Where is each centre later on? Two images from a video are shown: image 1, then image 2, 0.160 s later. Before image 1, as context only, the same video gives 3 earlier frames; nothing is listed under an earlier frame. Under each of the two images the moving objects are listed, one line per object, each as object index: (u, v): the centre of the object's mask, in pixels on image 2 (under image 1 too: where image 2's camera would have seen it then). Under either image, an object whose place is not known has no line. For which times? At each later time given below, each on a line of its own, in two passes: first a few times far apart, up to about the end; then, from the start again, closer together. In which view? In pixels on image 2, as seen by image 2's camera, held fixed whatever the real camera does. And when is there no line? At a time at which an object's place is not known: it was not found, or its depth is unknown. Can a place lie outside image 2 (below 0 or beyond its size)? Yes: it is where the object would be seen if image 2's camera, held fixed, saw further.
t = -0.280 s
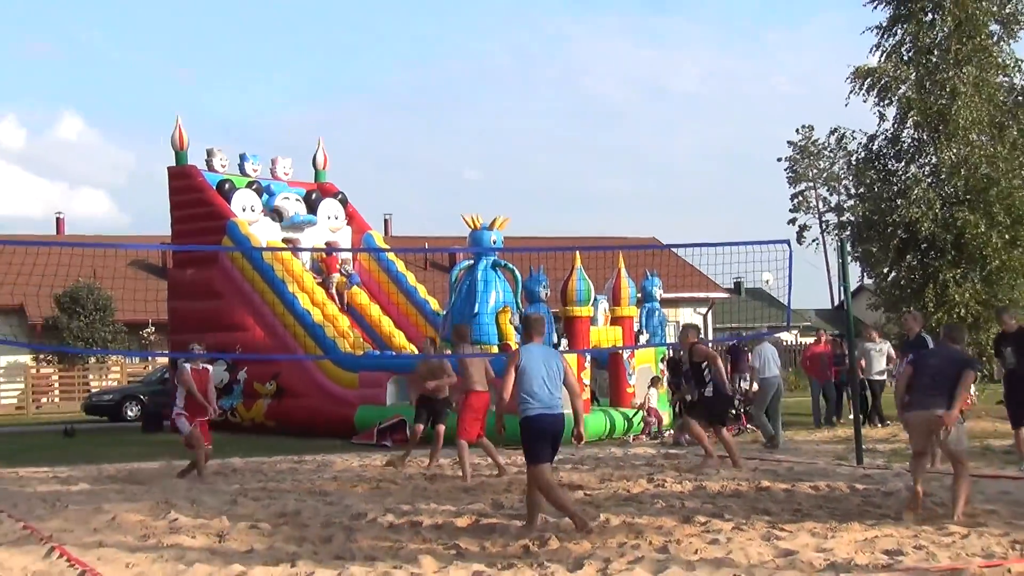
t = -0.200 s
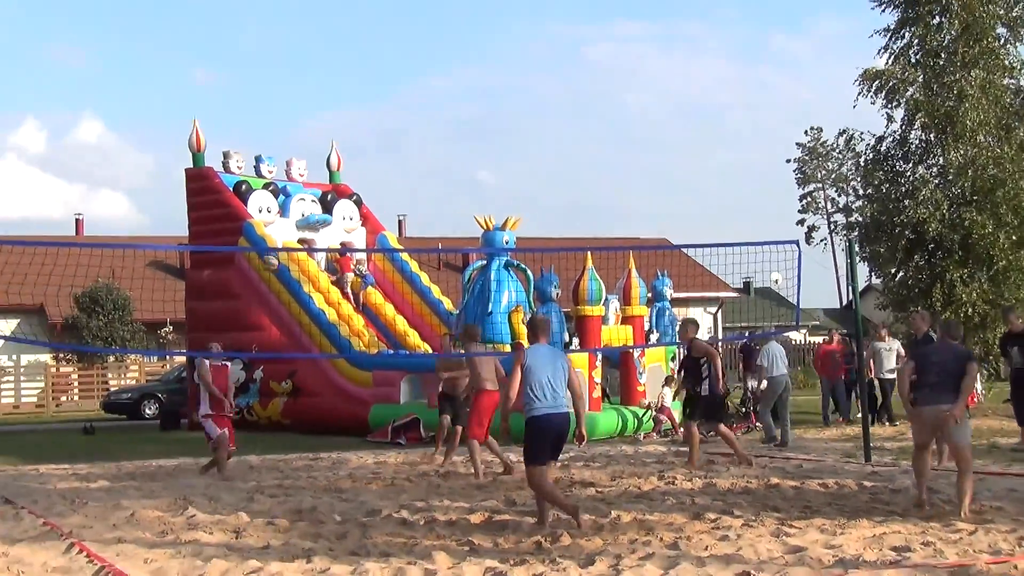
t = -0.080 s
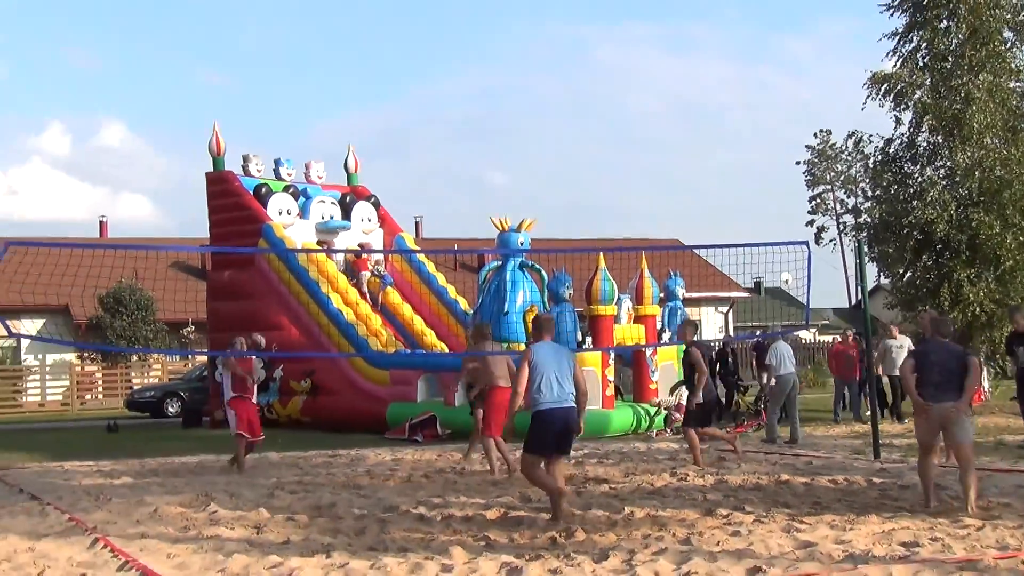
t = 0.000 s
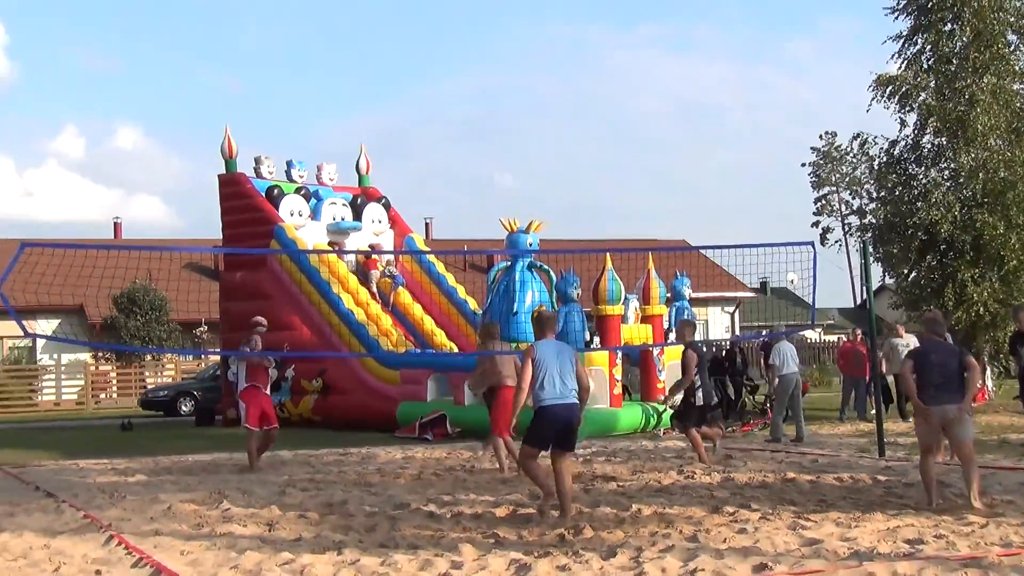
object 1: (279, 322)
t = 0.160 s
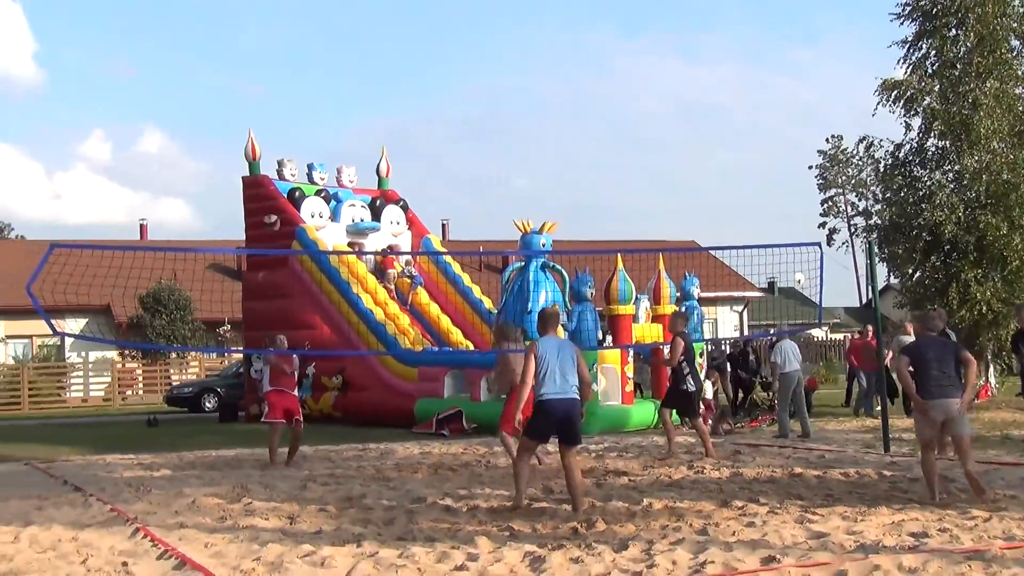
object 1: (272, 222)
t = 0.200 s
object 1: (268, 201)
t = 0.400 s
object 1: (259, 113)
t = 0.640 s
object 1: (244, 48)
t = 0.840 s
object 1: (232, 28)
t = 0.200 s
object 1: (268, 201)
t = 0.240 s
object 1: (263, 180)
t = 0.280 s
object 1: (265, 162)
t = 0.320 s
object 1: (263, 144)
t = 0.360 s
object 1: (261, 129)
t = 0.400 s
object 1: (259, 113)
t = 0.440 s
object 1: (256, 99)
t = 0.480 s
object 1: (254, 87)
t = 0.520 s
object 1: (251, 75)
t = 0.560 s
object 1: (249, 64)
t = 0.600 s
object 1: (246, 56)
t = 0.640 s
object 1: (244, 48)
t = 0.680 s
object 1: (242, 42)
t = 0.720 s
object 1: (239, 36)
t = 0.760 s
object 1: (237, 32)
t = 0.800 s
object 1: (234, 30)
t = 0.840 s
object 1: (232, 28)
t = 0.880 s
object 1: (229, 28)
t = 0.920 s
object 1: (227, 30)
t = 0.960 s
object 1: (225, 32)
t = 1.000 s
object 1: (222, 36)
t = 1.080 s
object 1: (218, 48)
